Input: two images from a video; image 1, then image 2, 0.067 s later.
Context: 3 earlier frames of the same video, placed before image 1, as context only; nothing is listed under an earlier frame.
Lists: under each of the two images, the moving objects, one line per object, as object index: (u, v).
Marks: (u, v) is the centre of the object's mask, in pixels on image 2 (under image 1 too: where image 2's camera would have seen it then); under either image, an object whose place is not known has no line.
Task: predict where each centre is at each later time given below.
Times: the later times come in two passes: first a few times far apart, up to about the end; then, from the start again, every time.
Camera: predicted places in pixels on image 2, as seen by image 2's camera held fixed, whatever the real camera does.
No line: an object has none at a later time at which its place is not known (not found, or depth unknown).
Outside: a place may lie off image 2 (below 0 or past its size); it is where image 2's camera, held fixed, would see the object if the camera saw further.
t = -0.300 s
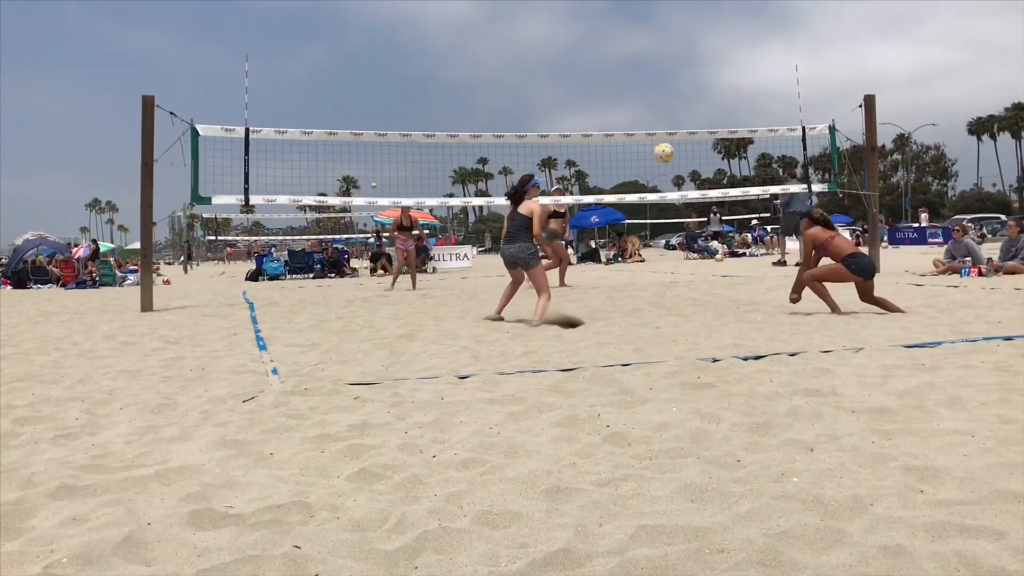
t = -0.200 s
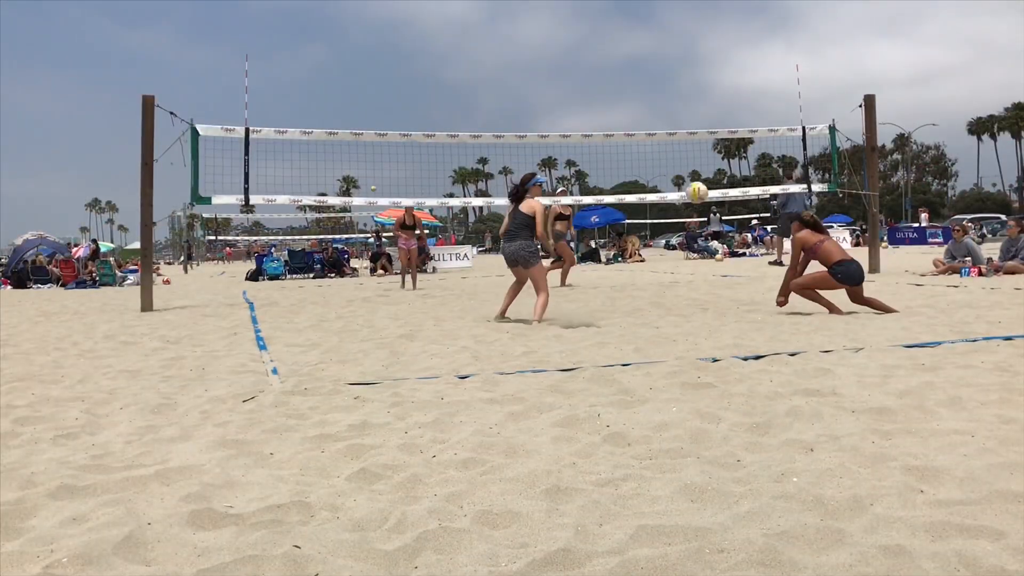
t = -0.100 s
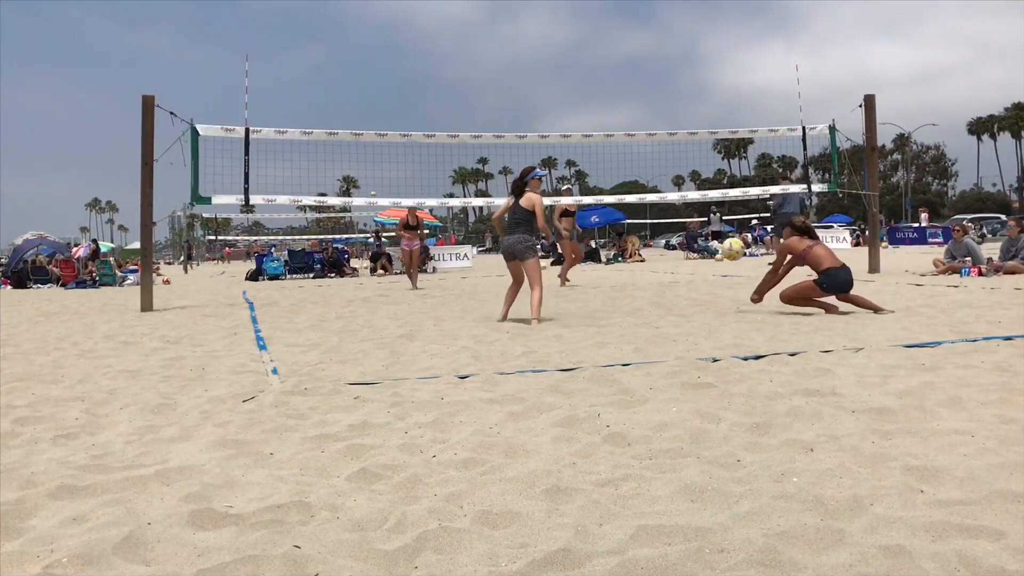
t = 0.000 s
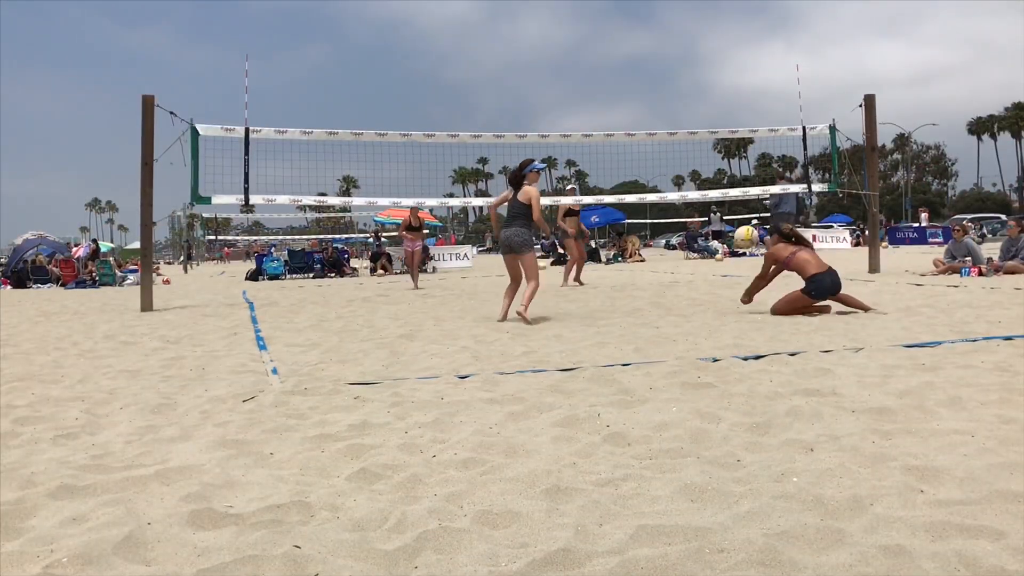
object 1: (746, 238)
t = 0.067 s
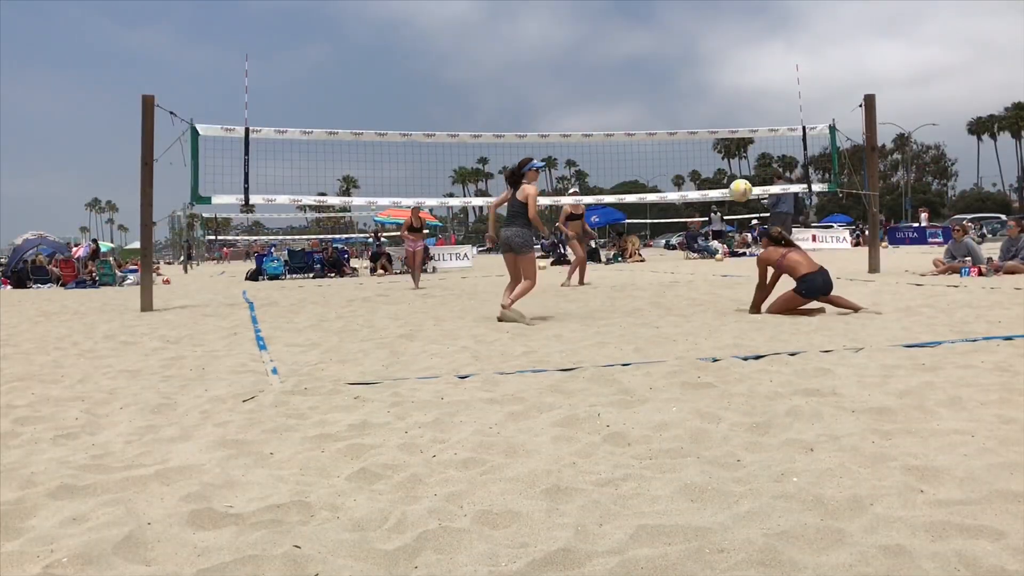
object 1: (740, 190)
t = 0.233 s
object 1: (730, 106)
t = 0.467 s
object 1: (718, 29)
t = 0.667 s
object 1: (710, 10)
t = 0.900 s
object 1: (703, 33)
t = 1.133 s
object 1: (697, 99)
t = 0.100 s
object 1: (738, 169)
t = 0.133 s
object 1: (735, 149)
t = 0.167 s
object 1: (733, 131)
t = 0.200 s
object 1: (732, 122)
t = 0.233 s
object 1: (730, 106)
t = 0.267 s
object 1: (728, 92)
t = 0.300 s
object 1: (726, 78)
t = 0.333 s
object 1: (724, 66)
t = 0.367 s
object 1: (723, 55)
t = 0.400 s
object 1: (721, 45)
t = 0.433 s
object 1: (719, 36)
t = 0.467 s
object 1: (718, 29)
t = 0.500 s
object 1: (716, 23)
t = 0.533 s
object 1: (715, 19)
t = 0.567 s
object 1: (714, 15)
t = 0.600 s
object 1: (712, 12)
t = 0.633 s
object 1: (711, 10)
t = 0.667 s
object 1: (710, 10)
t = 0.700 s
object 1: (709, 10)
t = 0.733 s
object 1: (708, 12)
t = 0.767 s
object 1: (707, 14)
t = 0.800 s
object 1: (706, 17)
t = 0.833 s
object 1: (705, 22)
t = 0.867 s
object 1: (704, 27)
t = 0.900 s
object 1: (703, 33)
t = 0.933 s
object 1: (702, 40)
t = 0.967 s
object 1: (701, 48)
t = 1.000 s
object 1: (700, 57)
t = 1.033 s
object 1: (699, 66)
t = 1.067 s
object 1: (699, 76)
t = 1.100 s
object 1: (698, 87)
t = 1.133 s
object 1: (697, 99)
